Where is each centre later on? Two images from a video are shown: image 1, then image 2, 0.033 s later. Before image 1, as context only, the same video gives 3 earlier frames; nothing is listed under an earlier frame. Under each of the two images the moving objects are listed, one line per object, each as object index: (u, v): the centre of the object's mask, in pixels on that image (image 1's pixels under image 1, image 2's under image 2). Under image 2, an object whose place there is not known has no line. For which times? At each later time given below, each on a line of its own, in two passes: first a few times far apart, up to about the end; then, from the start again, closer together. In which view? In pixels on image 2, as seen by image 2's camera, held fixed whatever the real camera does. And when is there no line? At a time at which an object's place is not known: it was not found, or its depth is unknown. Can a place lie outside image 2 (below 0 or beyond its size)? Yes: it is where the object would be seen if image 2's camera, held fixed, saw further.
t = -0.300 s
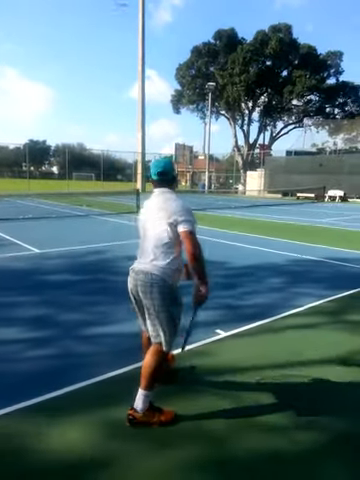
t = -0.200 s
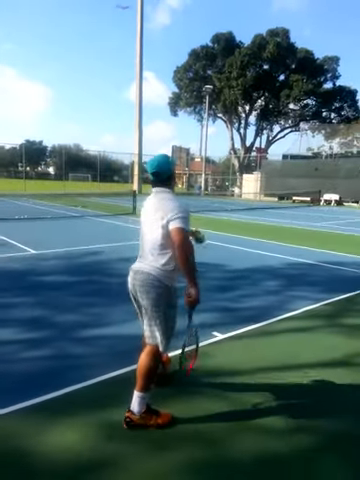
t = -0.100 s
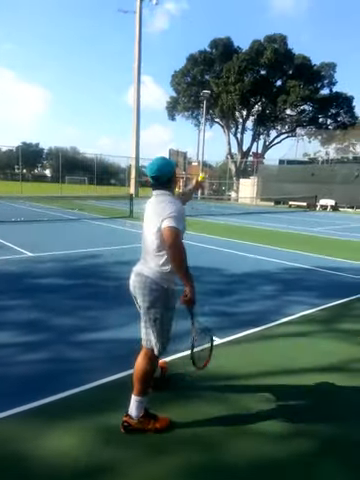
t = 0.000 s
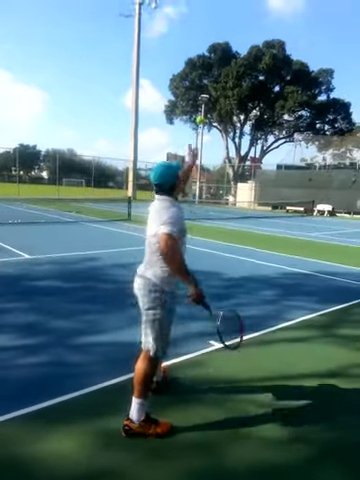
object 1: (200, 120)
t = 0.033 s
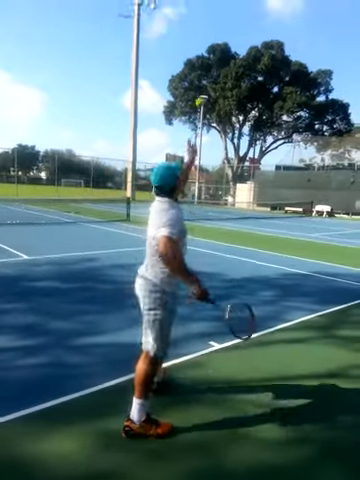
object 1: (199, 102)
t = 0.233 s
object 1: (202, 23)
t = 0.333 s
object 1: (200, 4)
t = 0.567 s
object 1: (203, 9)
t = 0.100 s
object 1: (201, 71)
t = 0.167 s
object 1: (202, 45)
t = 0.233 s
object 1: (202, 23)
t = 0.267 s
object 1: (201, 15)
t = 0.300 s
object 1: (203, 9)
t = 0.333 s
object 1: (200, 4)
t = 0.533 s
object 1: (204, 4)
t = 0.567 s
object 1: (203, 9)
